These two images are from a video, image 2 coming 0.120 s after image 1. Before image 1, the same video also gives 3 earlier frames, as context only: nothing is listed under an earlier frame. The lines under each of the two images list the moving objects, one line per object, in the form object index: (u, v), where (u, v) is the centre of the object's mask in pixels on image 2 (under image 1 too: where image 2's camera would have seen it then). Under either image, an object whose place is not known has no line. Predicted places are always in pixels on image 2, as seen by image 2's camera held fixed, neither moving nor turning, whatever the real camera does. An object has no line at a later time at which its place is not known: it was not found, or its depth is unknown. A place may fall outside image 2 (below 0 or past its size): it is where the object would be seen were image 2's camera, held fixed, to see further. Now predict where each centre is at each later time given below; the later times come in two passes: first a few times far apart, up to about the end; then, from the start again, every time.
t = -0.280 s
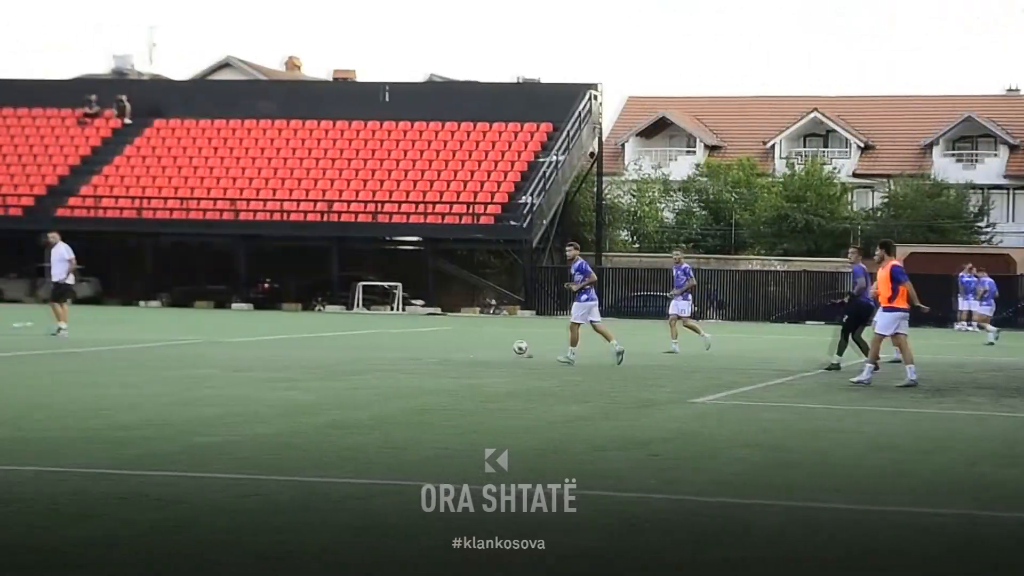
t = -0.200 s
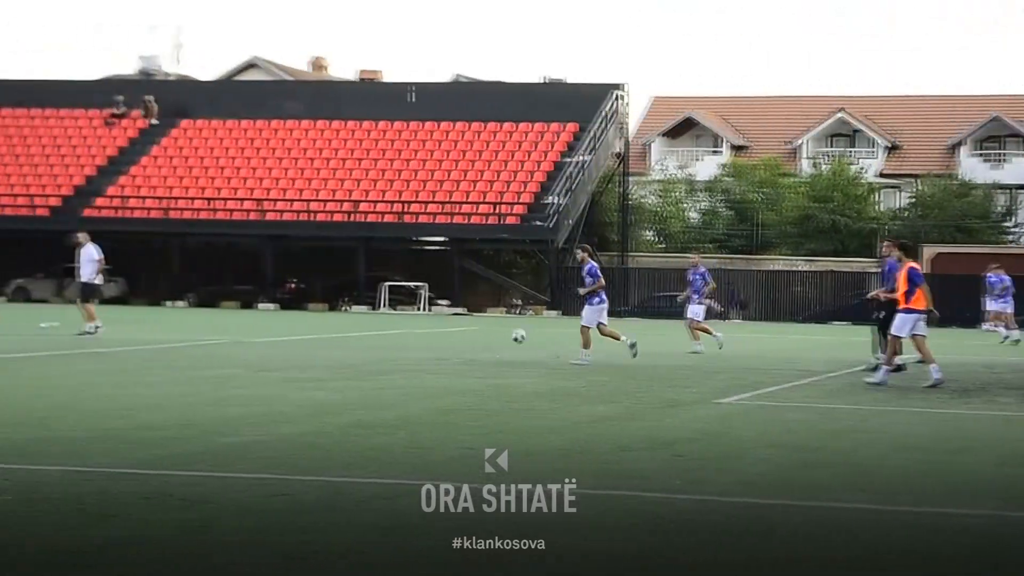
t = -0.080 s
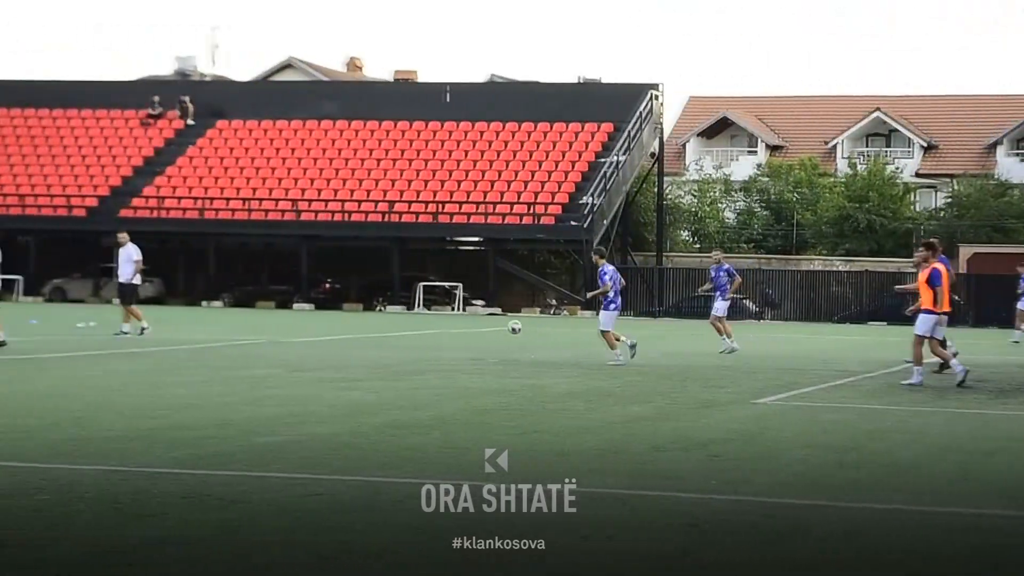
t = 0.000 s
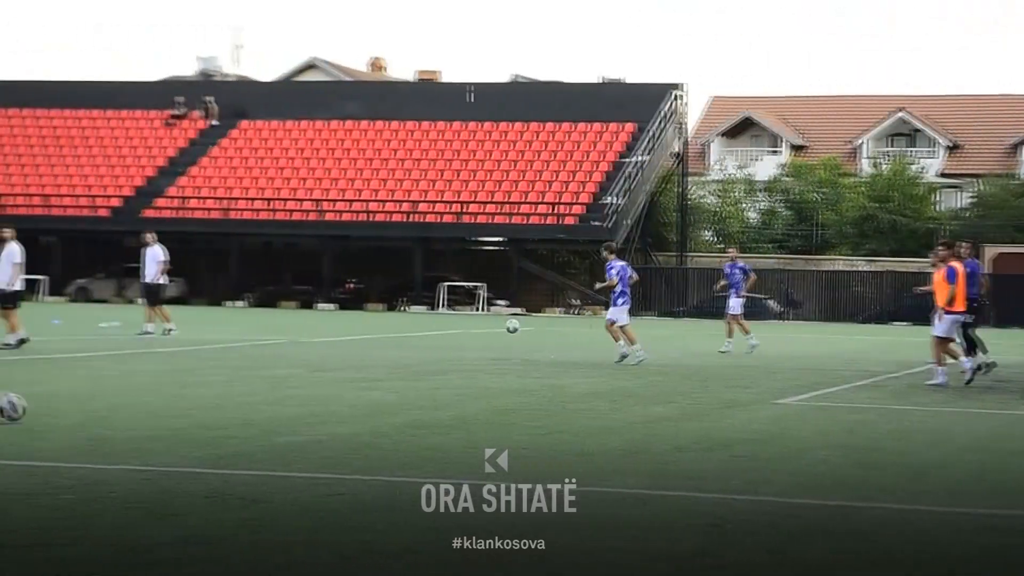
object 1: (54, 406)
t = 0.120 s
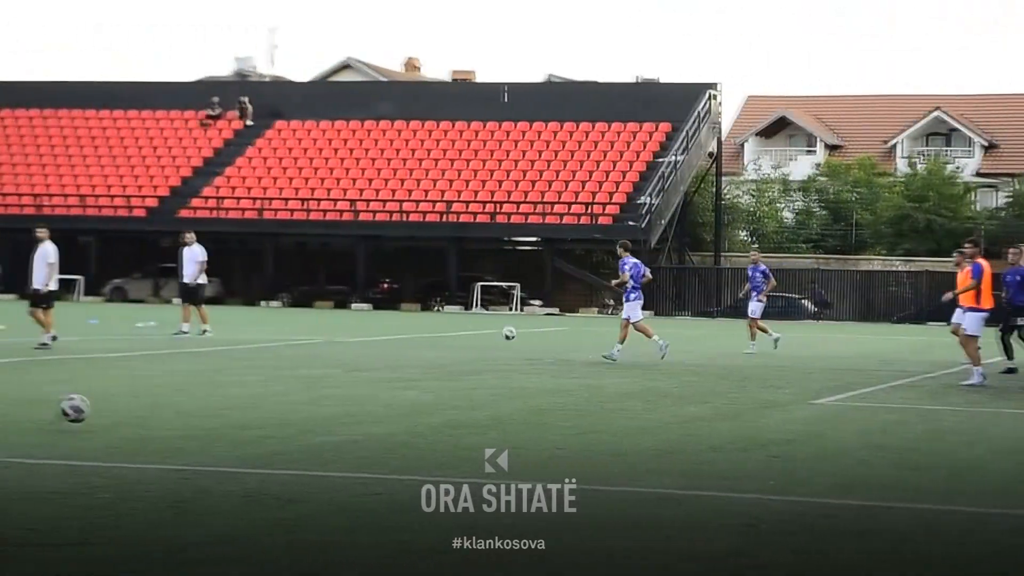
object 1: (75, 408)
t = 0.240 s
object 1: (101, 424)
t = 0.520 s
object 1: (180, 451)
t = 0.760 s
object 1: (263, 488)
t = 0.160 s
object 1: (83, 411)
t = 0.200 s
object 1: (90, 417)
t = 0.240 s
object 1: (101, 424)
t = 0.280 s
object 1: (111, 433)
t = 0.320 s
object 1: (121, 431)
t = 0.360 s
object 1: (131, 433)
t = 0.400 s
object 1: (143, 436)
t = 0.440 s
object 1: (154, 443)
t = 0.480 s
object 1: (166, 451)
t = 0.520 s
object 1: (180, 451)
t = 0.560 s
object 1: (192, 449)
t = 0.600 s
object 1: (206, 451)
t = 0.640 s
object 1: (221, 455)
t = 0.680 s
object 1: (235, 463)
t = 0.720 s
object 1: (250, 475)
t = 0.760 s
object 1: (263, 488)
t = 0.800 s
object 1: (279, 487)
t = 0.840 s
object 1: (296, 487)
